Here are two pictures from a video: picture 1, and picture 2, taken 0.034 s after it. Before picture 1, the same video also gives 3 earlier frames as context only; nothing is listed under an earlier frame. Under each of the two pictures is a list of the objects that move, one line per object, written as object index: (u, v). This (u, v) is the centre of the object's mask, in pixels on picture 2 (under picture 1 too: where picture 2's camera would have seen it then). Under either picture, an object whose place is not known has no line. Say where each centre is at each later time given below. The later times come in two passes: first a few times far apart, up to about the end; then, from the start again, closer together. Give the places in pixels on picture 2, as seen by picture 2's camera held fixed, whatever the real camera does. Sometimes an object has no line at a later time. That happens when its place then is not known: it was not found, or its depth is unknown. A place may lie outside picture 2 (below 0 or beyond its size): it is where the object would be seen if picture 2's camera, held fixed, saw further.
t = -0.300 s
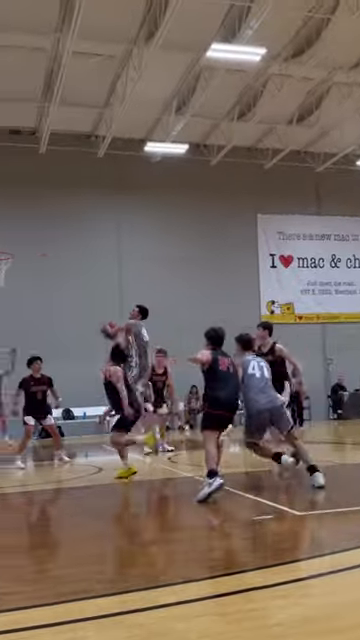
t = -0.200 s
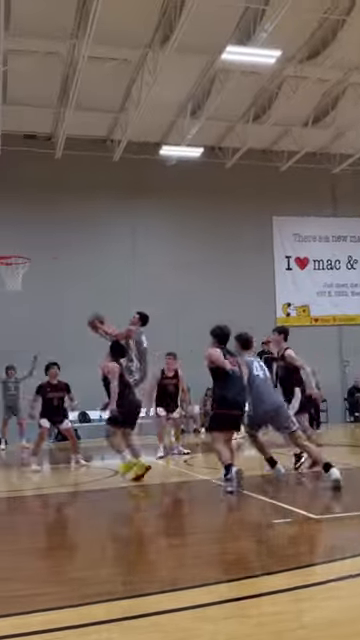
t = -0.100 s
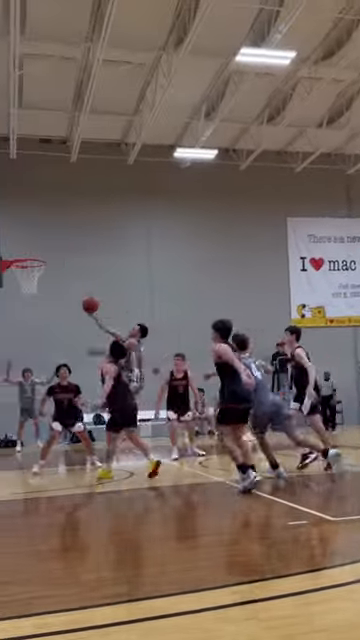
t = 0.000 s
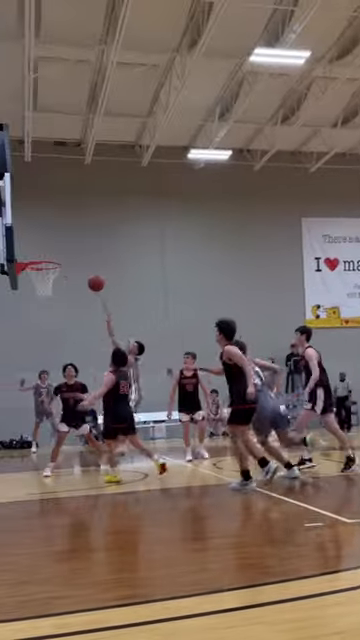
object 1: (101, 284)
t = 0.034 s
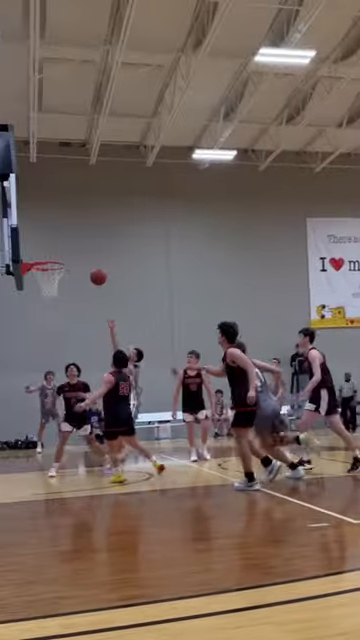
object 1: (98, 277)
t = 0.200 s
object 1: (85, 256)
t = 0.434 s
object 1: (68, 258)
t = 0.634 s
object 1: (59, 254)
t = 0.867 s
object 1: (50, 284)
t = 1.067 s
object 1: (43, 331)
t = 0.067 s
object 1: (95, 271)
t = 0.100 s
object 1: (93, 267)
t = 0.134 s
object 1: (90, 263)
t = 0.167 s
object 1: (88, 260)
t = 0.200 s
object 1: (85, 256)
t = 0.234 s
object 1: (82, 254)
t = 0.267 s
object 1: (80, 253)
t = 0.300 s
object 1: (78, 253)
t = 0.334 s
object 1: (75, 253)
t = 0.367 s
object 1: (73, 254)
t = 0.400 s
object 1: (71, 255)
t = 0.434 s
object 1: (68, 258)
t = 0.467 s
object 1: (67, 256)
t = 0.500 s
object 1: (65, 254)
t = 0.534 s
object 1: (64, 253)
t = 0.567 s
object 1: (62, 253)
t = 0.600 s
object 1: (60, 253)
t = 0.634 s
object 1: (59, 254)
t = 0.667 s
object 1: (58, 256)
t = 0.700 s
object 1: (57, 259)
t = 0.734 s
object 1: (56, 263)
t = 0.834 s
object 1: (51, 278)
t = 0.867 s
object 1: (50, 284)
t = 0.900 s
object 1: (49, 289)
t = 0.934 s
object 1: (48, 297)
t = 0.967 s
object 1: (46, 304)
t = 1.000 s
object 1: (45, 312)
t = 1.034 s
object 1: (44, 321)
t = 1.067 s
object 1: (43, 331)
